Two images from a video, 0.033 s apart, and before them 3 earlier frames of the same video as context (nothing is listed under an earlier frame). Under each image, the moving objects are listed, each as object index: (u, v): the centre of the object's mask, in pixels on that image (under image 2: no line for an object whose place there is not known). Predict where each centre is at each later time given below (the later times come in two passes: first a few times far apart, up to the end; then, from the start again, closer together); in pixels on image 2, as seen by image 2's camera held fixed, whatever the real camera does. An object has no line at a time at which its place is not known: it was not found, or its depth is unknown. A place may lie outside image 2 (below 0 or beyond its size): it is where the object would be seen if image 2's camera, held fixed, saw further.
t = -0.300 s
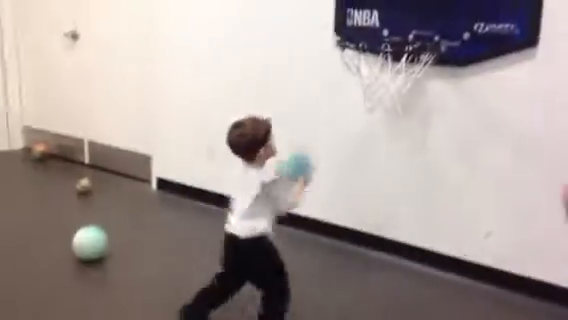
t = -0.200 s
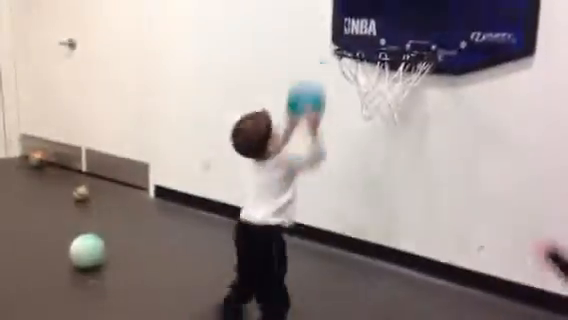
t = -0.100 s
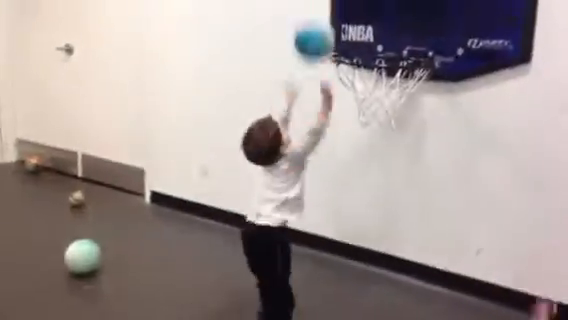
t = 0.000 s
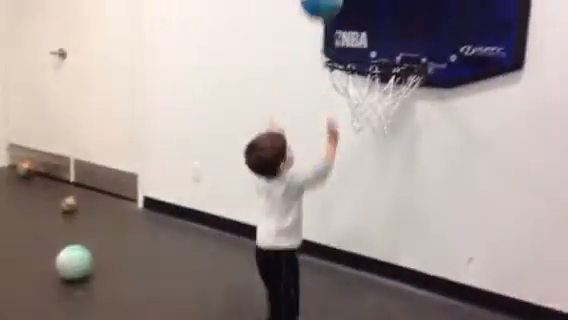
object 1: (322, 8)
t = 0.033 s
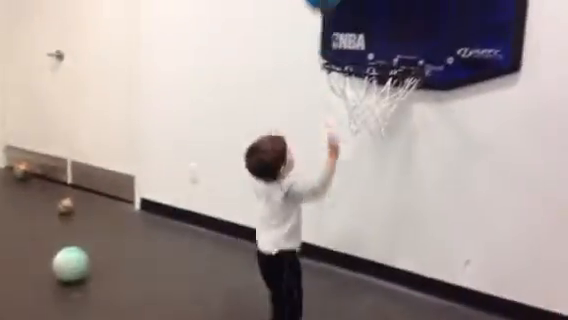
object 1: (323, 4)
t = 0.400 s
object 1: (362, 40)
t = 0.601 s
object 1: (377, 220)
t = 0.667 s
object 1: (383, 285)
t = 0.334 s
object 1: (357, 5)
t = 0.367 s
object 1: (361, 19)
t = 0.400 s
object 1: (362, 40)
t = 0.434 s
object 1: (366, 62)
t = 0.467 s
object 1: (368, 85)
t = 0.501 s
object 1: (371, 119)
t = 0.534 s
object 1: (373, 146)
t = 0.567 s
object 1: (375, 181)
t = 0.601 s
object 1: (377, 220)
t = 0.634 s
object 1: (379, 261)
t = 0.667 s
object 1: (383, 285)
